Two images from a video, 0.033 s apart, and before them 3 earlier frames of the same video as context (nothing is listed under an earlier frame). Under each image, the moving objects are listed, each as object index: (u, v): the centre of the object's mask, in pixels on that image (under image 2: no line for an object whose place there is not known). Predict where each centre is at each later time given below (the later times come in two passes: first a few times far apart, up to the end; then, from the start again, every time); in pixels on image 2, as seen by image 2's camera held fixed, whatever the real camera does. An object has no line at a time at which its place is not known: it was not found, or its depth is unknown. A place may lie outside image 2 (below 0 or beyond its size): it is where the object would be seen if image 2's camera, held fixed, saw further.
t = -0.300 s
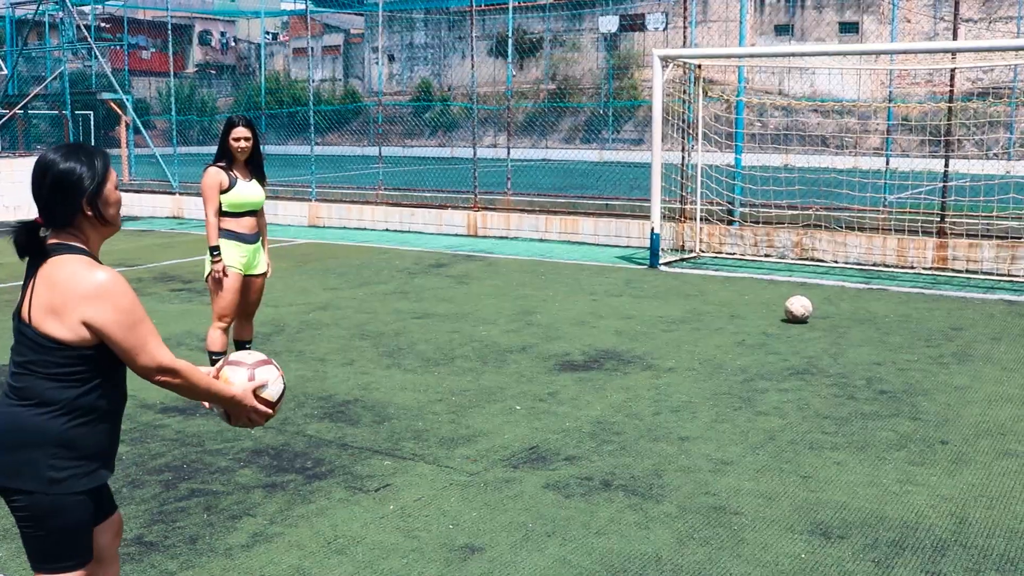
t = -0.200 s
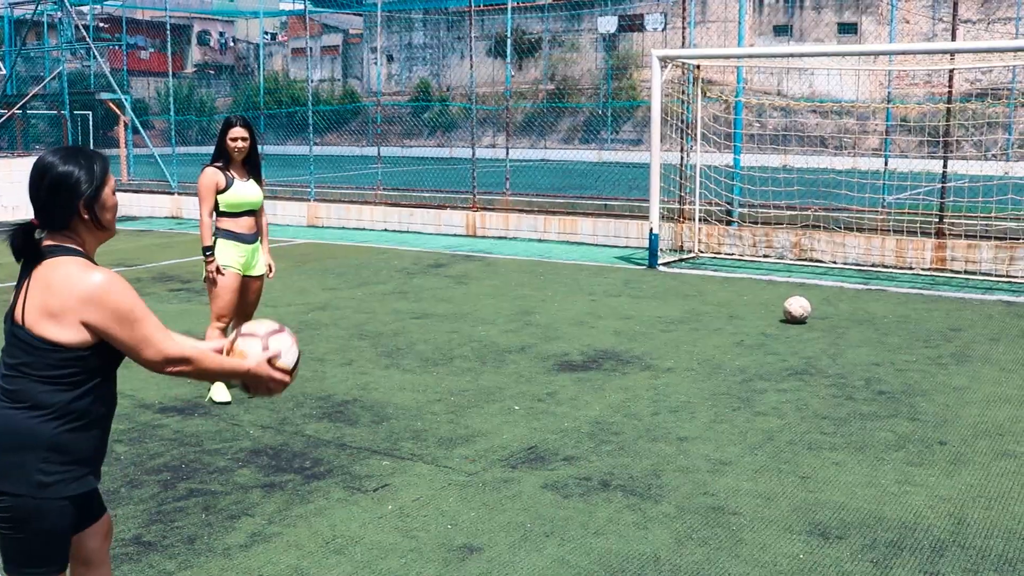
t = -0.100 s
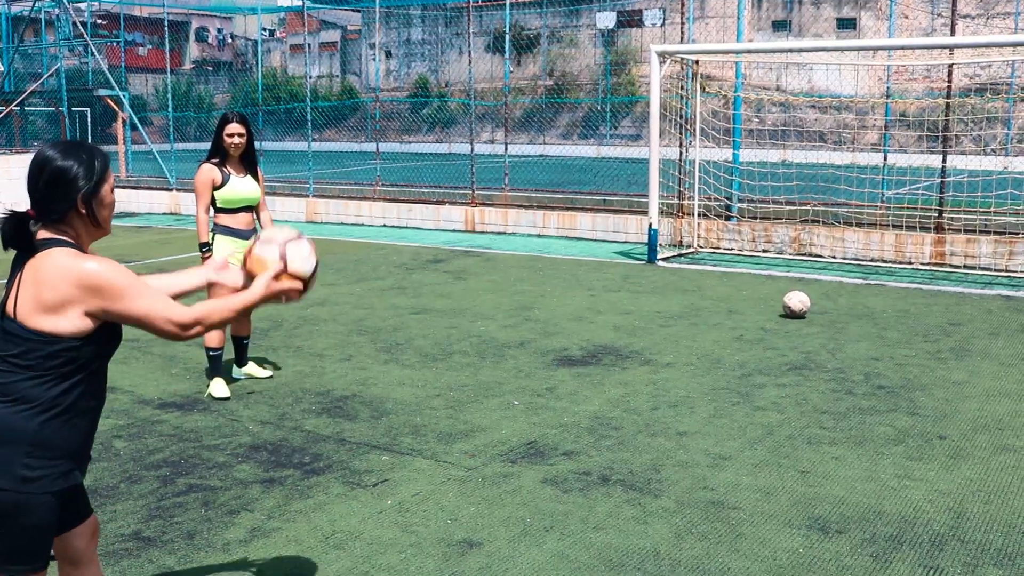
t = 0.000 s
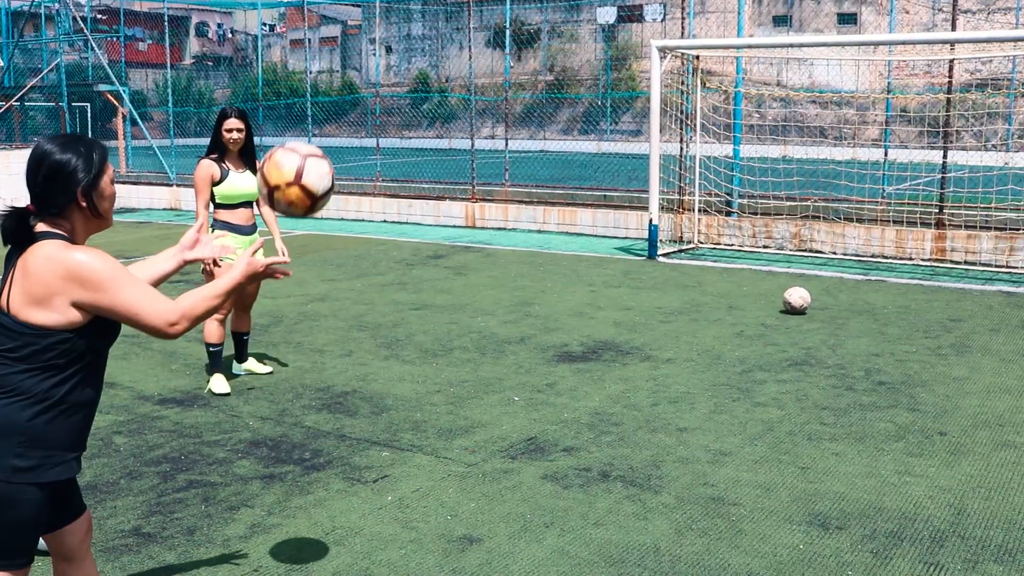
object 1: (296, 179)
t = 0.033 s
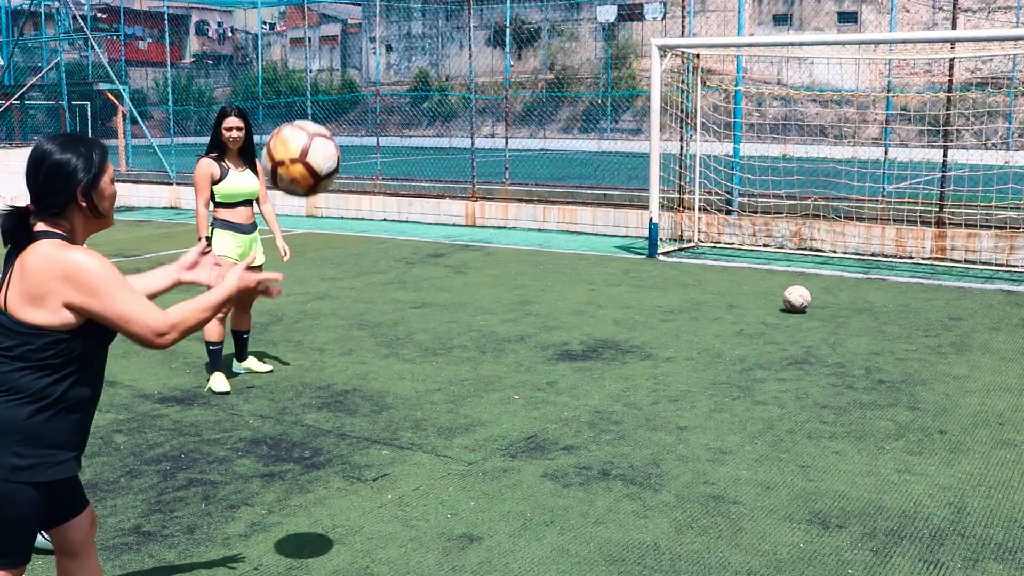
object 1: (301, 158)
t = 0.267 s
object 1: (341, 127)
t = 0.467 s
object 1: (378, 248)
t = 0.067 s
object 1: (307, 142)
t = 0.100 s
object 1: (312, 131)
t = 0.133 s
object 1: (318, 122)
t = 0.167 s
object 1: (324, 118)
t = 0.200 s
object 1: (329, 118)
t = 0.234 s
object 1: (336, 120)
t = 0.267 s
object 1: (341, 127)
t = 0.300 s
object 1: (347, 138)
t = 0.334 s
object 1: (354, 153)
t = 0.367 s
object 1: (359, 170)
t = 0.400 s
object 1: (366, 192)
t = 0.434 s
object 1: (371, 218)
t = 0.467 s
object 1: (378, 248)
